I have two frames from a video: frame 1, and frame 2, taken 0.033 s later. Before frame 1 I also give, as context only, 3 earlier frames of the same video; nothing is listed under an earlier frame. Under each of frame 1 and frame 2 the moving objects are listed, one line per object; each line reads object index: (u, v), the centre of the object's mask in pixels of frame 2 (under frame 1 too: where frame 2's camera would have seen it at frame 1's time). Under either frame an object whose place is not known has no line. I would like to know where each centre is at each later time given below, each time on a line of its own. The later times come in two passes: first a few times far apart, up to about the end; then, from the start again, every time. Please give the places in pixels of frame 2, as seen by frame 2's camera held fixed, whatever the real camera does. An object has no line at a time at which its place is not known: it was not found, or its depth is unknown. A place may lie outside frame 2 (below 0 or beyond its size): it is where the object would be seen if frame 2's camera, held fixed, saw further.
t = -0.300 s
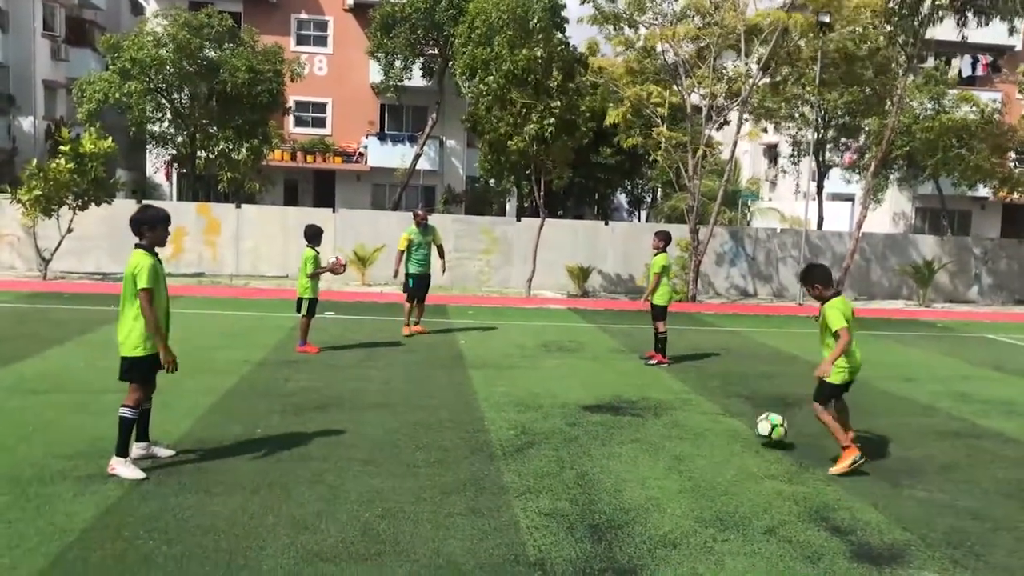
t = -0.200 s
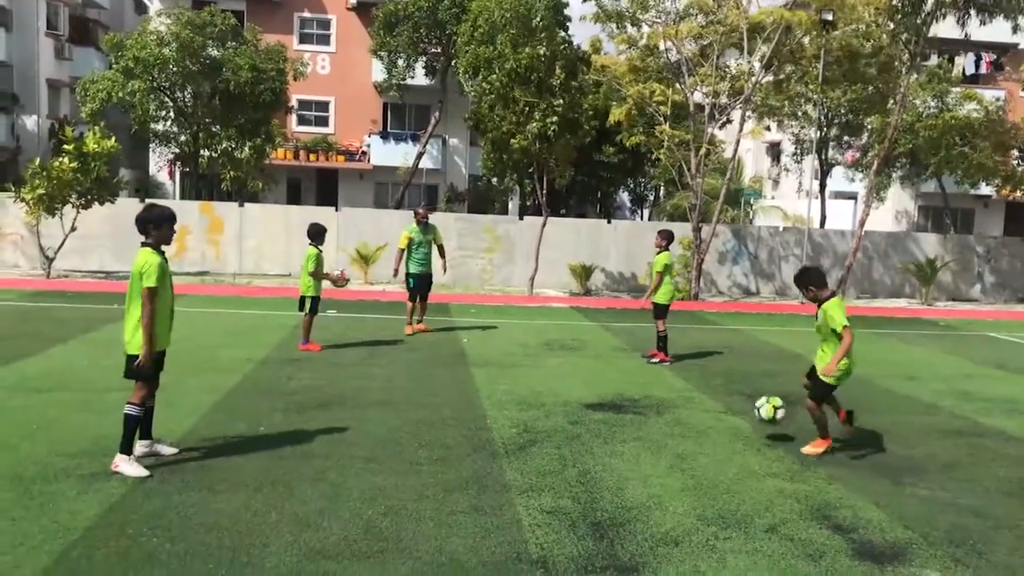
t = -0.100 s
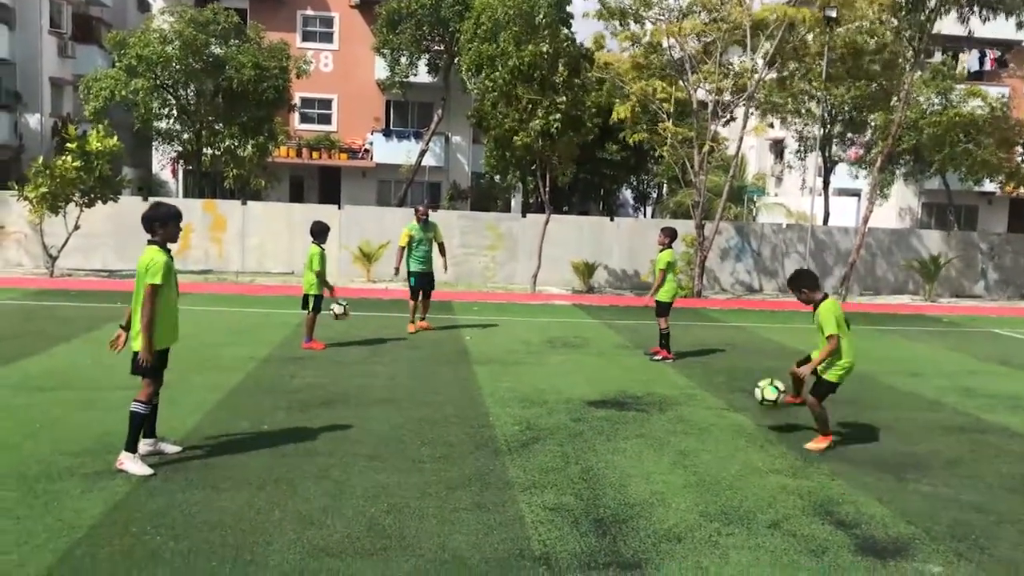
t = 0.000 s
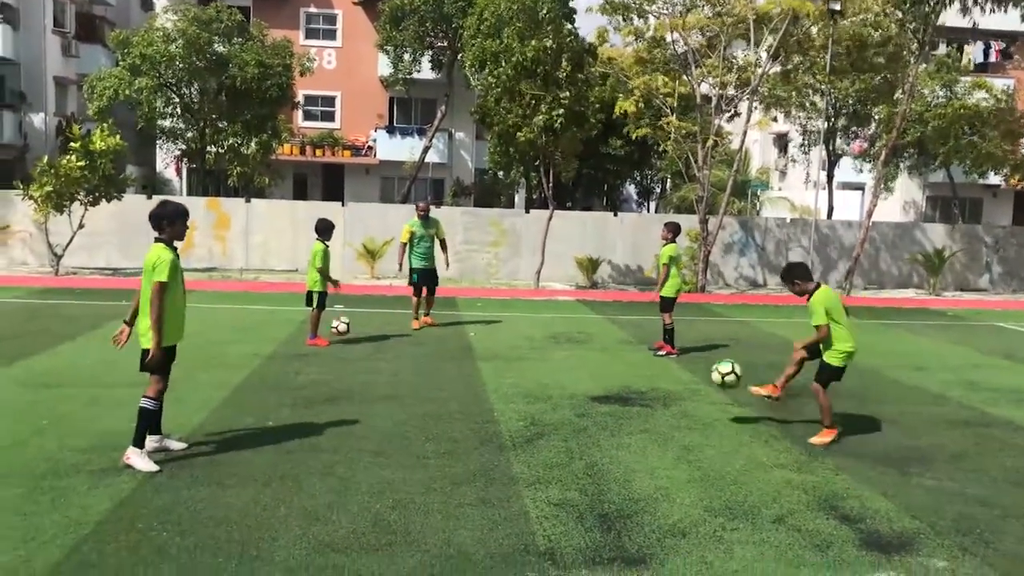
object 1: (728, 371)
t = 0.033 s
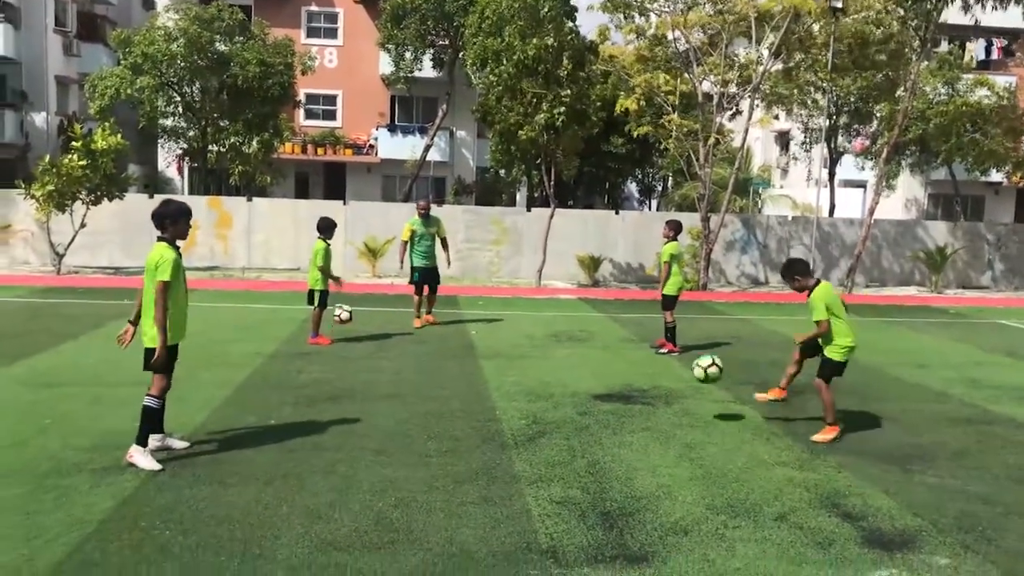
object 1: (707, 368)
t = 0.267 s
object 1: (558, 389)
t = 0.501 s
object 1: (463, 373)
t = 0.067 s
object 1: (686, 367)
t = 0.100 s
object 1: (665, 366)
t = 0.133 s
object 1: (645, 368)
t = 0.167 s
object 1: (623, 371)
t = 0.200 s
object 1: (602, 375)
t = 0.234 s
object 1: (581, 381)
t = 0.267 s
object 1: (558, 389)
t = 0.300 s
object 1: (538, 398)
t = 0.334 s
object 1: (518, 405)
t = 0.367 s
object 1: (506, 396)
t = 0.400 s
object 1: (495, 389)
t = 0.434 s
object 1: (485, 382)
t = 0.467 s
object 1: (474, 377)
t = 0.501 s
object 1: (463, 373)
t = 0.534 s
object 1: (452, 370)
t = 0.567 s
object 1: (440, 370)
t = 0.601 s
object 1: (429, 371)
